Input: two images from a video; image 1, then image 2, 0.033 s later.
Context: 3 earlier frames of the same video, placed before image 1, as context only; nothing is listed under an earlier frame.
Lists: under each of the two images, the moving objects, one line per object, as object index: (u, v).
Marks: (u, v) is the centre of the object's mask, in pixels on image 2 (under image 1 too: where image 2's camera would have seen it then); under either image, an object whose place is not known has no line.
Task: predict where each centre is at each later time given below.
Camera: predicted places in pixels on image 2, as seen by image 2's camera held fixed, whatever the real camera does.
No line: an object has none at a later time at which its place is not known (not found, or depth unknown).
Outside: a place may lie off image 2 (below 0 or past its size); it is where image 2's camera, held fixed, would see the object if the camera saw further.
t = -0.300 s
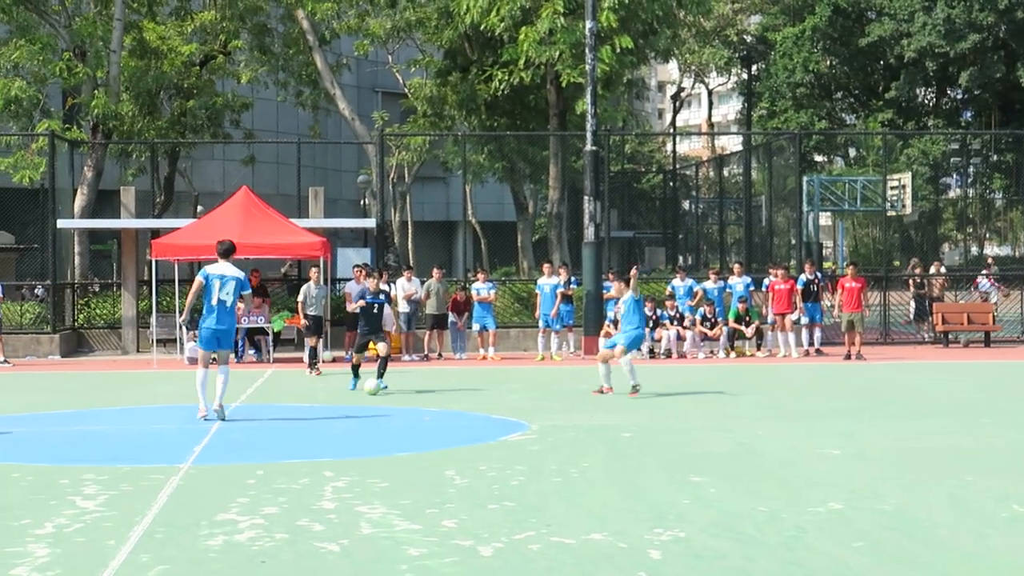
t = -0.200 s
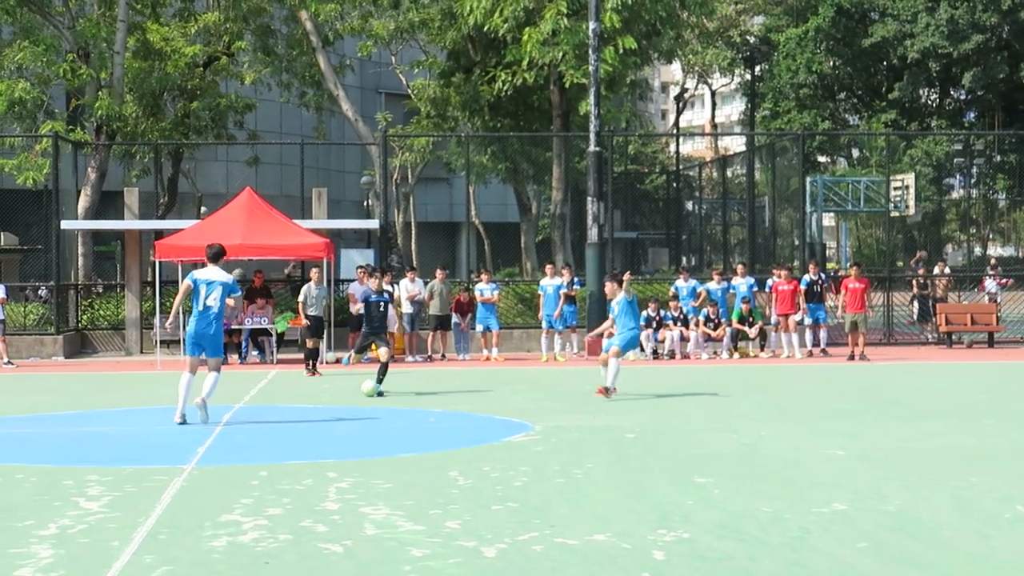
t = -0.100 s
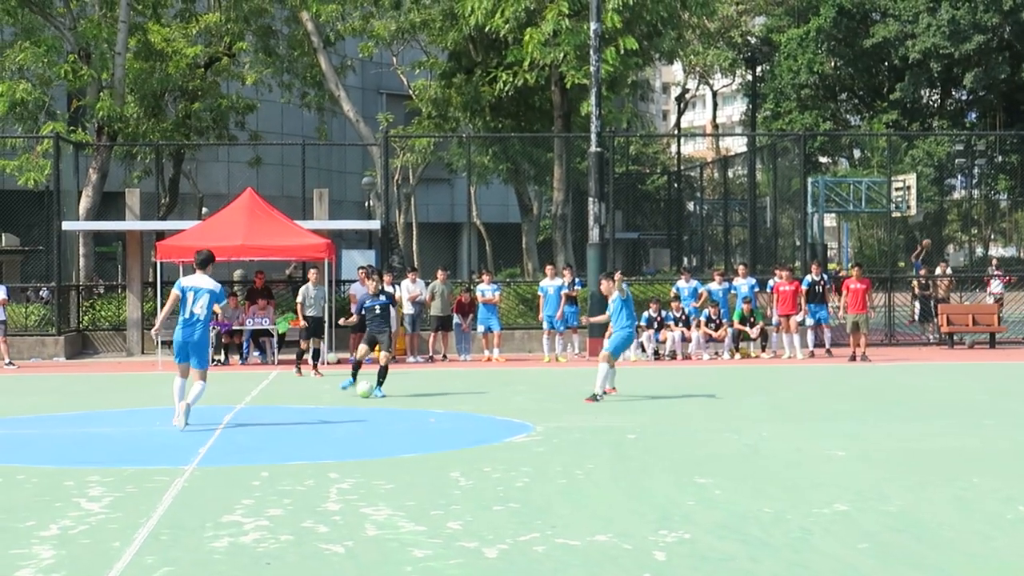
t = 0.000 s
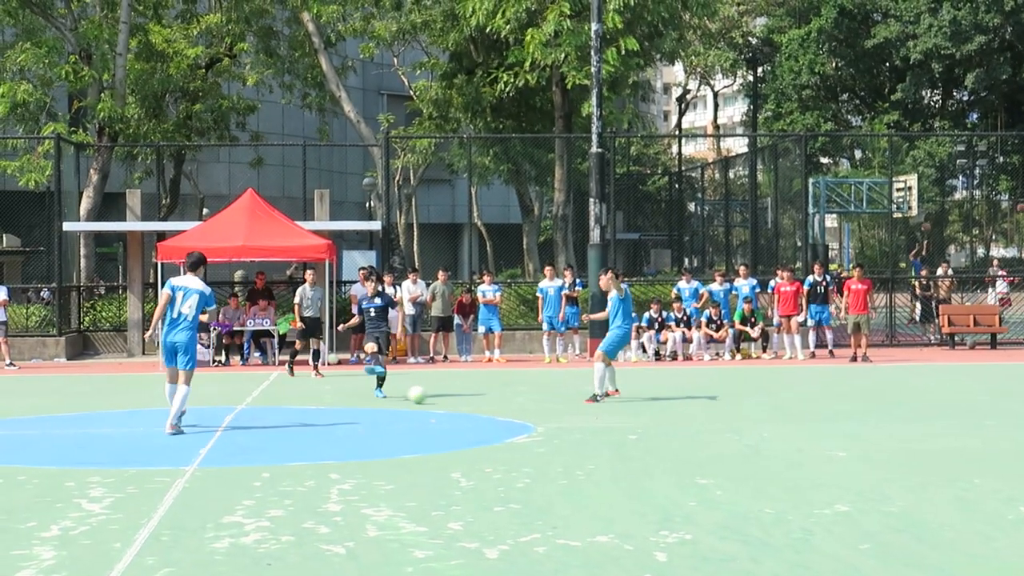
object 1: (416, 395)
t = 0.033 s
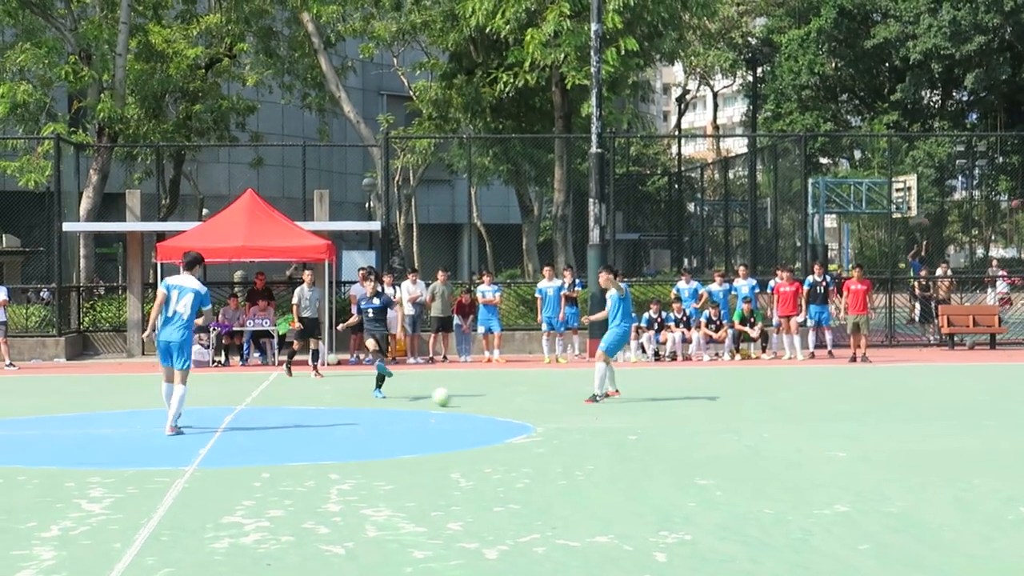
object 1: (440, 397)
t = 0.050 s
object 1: (454, 398)
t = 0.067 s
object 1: (467, 399)
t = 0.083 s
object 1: (481, 401)
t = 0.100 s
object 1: (495, 403)
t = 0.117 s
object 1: (509, 404)
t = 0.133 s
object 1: (522, 405)
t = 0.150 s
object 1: (537, 406)
